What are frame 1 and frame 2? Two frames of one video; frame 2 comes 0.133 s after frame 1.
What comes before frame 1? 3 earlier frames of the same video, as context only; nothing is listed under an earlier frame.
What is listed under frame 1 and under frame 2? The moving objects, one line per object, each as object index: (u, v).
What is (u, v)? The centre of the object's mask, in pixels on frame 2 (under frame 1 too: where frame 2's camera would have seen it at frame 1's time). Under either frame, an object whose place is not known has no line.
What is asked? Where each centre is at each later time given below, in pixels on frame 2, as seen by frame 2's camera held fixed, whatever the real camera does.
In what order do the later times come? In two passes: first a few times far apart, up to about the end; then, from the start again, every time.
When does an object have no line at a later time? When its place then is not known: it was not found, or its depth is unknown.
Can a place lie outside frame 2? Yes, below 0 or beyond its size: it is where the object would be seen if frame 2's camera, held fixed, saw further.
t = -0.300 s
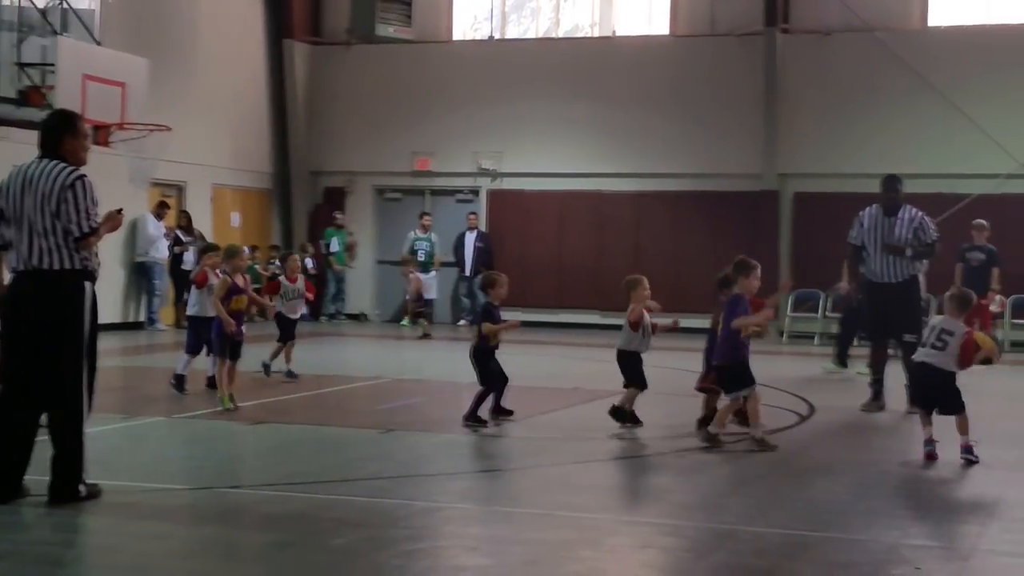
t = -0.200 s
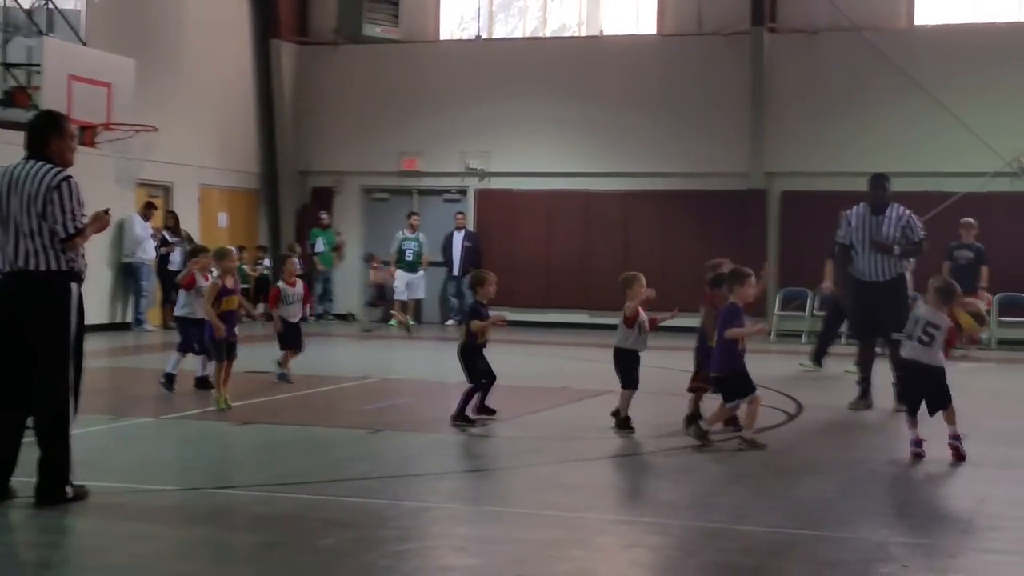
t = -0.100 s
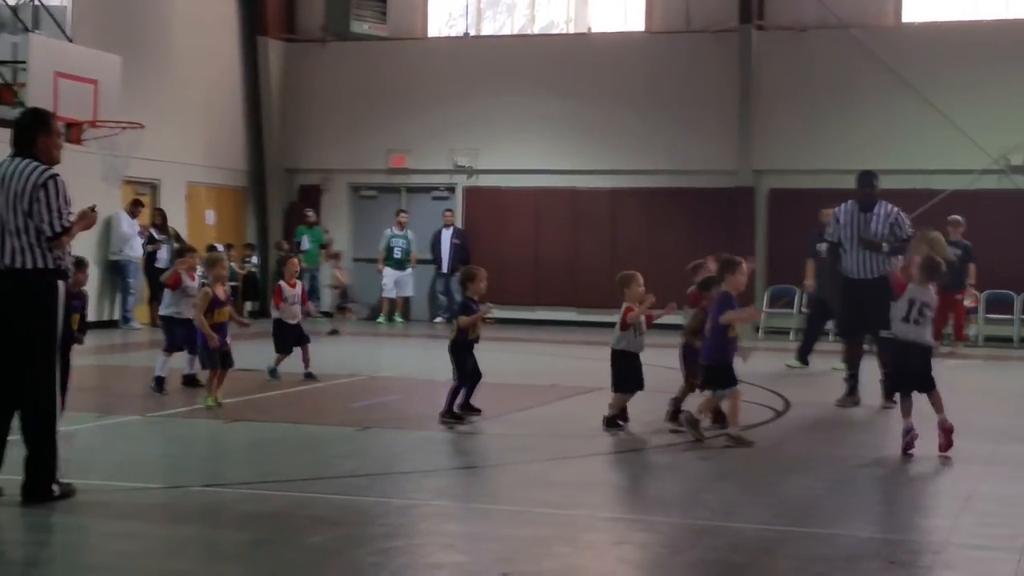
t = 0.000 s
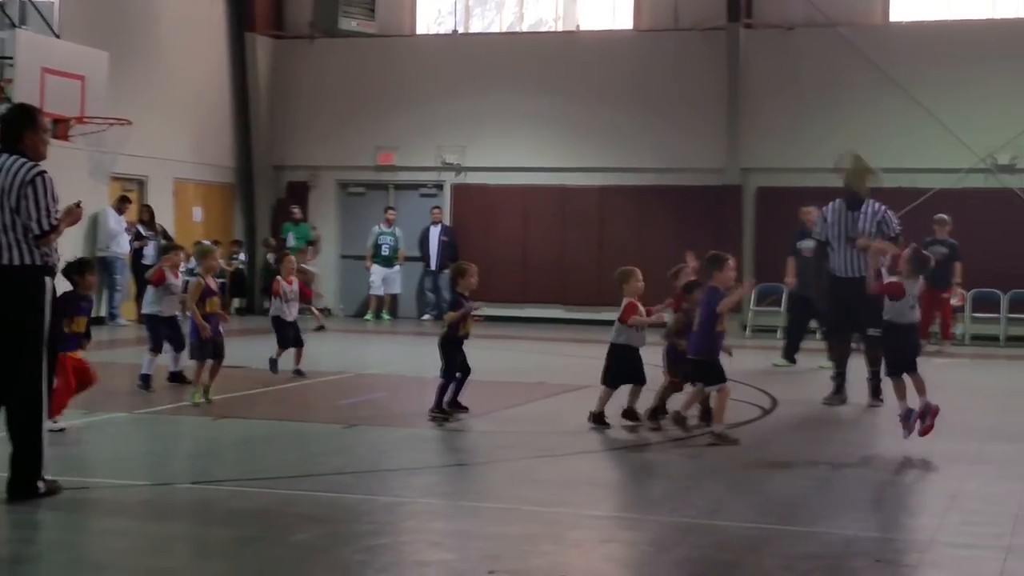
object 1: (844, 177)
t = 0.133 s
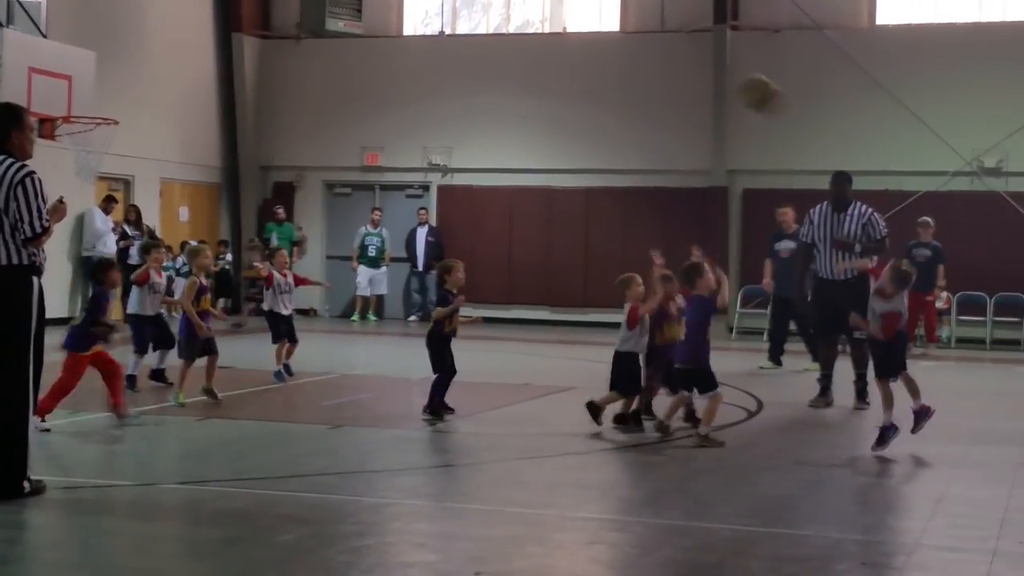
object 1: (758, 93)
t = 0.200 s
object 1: (720, 66)
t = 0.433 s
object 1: (576, 20)
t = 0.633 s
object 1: (466, 50)
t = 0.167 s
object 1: (739, 80)
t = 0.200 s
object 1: (720, 66)
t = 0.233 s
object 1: (701, 53)
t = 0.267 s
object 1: (677, 43)
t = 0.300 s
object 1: (659, 36)
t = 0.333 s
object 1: (640, 31)
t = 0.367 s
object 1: (616, 24)
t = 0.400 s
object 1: (595, 21)
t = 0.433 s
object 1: (576, 20)
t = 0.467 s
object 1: (556, 20)
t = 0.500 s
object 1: (538, 23)
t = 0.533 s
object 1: (519, 27)
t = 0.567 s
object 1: (501, 32)
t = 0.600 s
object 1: (483, 40)
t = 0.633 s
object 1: (466, 50)
